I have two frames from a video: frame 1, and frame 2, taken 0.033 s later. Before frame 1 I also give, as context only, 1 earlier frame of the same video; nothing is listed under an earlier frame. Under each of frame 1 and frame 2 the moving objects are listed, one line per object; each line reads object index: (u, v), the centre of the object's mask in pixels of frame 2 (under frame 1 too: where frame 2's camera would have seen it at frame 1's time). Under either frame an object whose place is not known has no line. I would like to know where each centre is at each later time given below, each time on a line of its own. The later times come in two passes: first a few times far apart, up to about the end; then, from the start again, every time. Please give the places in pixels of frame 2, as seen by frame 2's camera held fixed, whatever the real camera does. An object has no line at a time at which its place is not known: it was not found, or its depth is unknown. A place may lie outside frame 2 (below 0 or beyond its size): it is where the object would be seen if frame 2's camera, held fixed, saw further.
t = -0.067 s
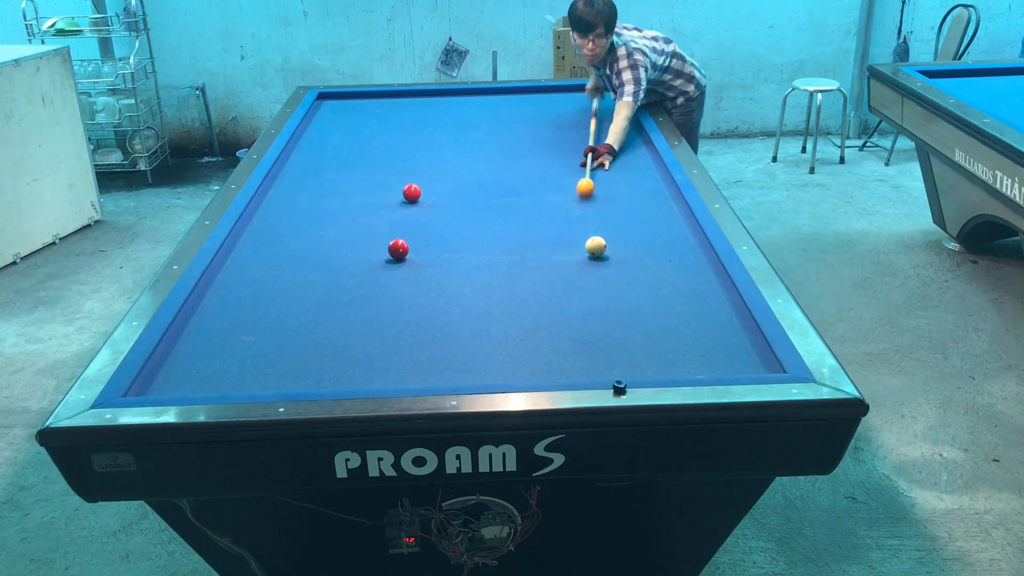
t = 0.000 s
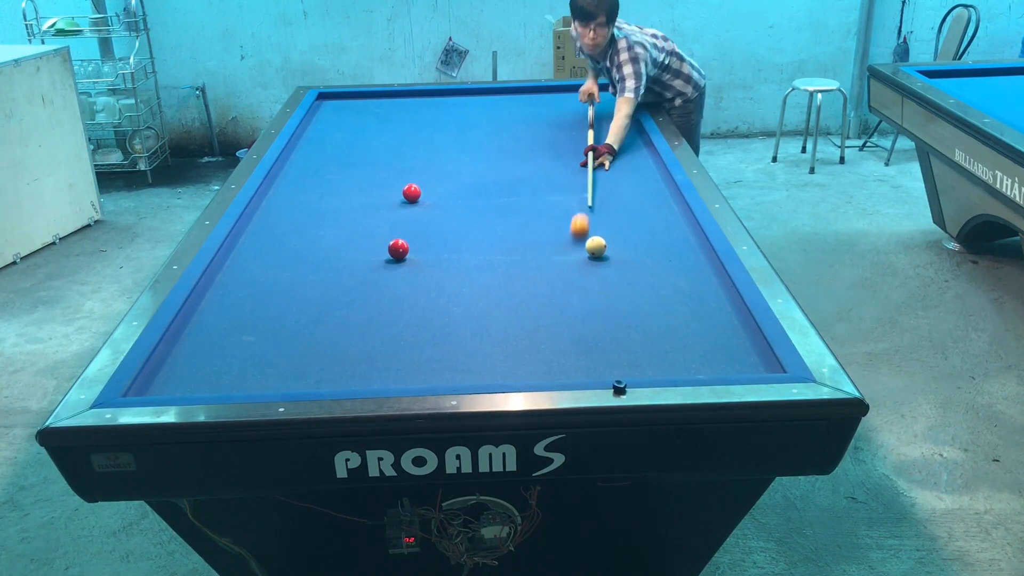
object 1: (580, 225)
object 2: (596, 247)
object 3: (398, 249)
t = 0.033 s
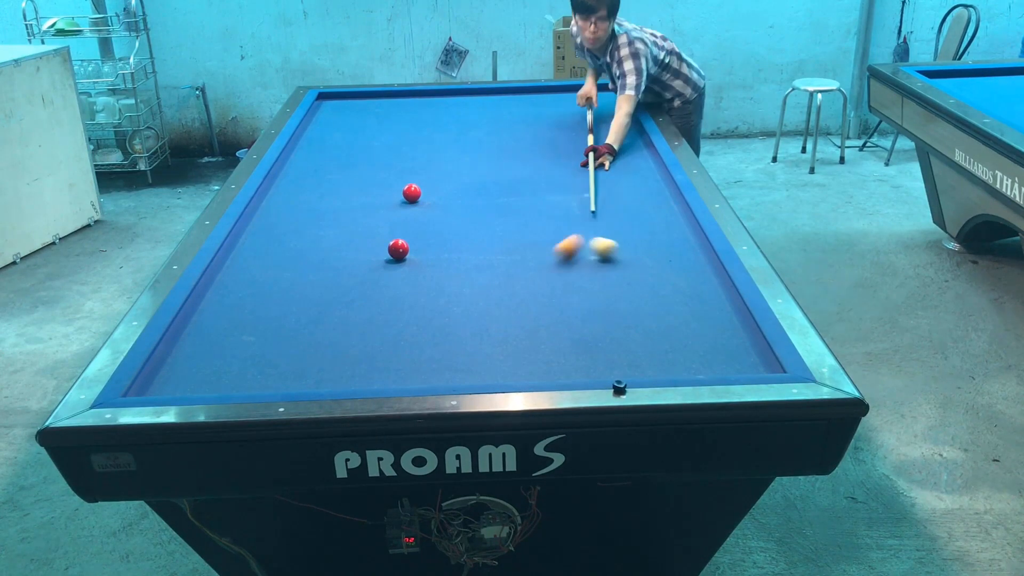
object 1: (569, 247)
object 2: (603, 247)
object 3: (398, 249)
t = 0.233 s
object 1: (377, 375)
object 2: (704, 281)
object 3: (398, 249)
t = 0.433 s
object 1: (308, 274)
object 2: (637, 309)
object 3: (398, 249)
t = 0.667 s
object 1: (261, 205)
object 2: (559, 344)
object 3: (398, 249)
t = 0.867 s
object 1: (328, 169)
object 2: (484, 374)
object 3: (398, 249)
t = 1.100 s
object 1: (383, 137)
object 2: (397, 362)
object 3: (398, 249)
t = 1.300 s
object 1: (422, 113)
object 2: (329, 348)
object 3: (398, 249)
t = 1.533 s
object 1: (461, 91)
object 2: (254, 333)
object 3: (398, 249)
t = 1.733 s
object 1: (505, 102)
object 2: (195, 321)
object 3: (398, 249)
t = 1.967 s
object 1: (559, 113)
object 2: (235, 301)
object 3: (398, 249)
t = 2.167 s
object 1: (609, 123)
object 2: (278, 284)
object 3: (398, 249)
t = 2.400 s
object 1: (620, 137)
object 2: (324, 267)
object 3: (398, 249)
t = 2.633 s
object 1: (594, 153)
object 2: (365, 250)
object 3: (398, 249)
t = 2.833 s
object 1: (570, 169)
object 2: (397, 235)
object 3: (398, 249)
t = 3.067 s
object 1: (539, 188)
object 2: (433, 224)
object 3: (398, 249)
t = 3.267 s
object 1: (510, 206)
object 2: (461, 213)
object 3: (398, 249)
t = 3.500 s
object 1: (473, 229)
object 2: (491, 202)
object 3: (398, 249)
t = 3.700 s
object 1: (437, 251)
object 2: (514, 192)
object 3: (398, 249)
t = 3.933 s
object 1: (392, 279)
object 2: (541, 182)
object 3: (398, 249)
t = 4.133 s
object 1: (348, 307)
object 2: (561, 174)
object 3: (398, 249)
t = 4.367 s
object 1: (289, 343)
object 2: (584, 164)
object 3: (398, 249)
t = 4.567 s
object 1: (233, 378)
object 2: (603, 157)
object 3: (398, 249)
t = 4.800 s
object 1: (181, 374)
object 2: (623, 149)
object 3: (398, 249)
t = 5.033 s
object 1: (178, 353)
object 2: (642, 141)
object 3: (398, 249)
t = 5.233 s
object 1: (213, 335)
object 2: (632, 138)
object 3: (398, 249)
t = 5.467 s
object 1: (250, 316)
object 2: (619, 134)
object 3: (398, 249)
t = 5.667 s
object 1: (280, 300)
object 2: (608, 131)
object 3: (398, 249)
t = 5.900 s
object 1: (311, 285)
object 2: (597, 128)
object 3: (398, 249)
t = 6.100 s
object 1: (336, 272)
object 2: (587, 125)
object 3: (398, 249)
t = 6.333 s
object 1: (363, 258)
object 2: (577, 123)
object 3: (398, 249)
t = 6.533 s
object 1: (378, 248)
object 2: (569, 120)
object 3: (403, 248)
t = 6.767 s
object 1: (383, 239)
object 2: (560, 118)
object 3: (419, 246)
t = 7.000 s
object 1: (388, 230)
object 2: (551, 115)
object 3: (433, 244)
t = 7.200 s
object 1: (391, 223)
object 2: (544, 113)
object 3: (445, 243)
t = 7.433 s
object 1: (395, 216)
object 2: (537, 111)
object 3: (458, 241)
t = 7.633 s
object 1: (399, 210)
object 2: (531, 109)
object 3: (469, 239)
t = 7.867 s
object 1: (402, 203)
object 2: (524, 107)
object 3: (480, 237)
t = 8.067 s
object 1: (404, 199)
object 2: (519, 106)
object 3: (489, 236)
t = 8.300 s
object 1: (403, 198)
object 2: (513, 104)
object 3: (498, 234)
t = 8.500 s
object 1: (402, 197)
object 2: (508, 103)
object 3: (506, 233)
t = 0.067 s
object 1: (541, 265)
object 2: (627, 252)
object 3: (398, 249)
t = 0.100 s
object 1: (512, 286)
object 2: (651, 259)
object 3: (398, 249)
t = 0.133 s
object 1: (481, 308)
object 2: (675, 265)
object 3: (398, 249)
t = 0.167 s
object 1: (447, 333)
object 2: (699, 270)
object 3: (398, 249)
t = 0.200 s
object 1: (412, 361)
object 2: (717, 276)
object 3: (398, 249)
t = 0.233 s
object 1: (377, 375)
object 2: (704, 281)
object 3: (398, 249)
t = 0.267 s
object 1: (364, 357)
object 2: (691, 286)
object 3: (398, 249)
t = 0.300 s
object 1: (351, 336)
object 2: (679, 291)
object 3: (398, 249)
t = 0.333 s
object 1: (340, 319)
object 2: (668, 296)
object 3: (398, 249)
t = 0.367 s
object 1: (328, 302)
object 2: (657, 300)
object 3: (398, 249)
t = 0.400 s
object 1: (318, 287)
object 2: (648, 305)
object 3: (398, 249)
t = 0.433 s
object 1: (308, 274)
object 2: (637, 309)
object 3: (398, 249)
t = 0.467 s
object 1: (299, 261)
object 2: (626, 314)
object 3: (398, 249)
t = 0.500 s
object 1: (289, 250)
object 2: (616, 319)
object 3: (398, 249)
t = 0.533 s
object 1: (280, 239)
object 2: (605, 324)
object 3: (398, 249)
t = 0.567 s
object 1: (272, 230)
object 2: (593, 329)
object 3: (398, 249)
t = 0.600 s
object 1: (263, 221)
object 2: (582, 334)
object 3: (398, 249)
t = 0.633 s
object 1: (255, 213)
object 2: (571, 339)
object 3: (398, 249)
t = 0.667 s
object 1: (261, 205)
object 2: (559, 344)
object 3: (398, 249)
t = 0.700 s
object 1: (276, 198)
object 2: (547, 349)
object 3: (398, 249)
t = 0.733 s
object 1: (288, 192)
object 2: (535, 355)
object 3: (398, 249)
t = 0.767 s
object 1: (300, 186)
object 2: (523, 361)
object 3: (398, 249)
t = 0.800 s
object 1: (310, 180)
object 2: (510, 366)
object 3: (398, 249)
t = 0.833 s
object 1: (320, 175)
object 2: (497, 371)
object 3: (398, 249)
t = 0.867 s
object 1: (328, 169)
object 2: (484, 374)
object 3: (398, 249)
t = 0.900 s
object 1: (337, 164)
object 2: (471, 375)
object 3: (398, 249)
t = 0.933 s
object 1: (345, 159)
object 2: (458, 373)
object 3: (398, 249)
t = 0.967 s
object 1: (353, 154)
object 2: (445, 371)
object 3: (398, 249)
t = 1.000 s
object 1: (362, 150)
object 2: (433, 369)
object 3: (398, 249)
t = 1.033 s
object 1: (369, 145)
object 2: (421, 367)
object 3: (398, 249)
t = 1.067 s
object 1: (377, 141)
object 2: (409, 365)
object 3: (398, 249)
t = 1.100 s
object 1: (383, 137)
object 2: (397, 362)
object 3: (398, 249)
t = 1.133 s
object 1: (391, 133)
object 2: (385, 360)
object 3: (398, 249)
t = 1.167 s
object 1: (398, 128)
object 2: (374, 357)
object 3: (398, 249)
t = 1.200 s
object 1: (404, 124)
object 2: (362, 355)
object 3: (398, 249)
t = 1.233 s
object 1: (410, 121)
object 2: (351, 353)
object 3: (398, 249)
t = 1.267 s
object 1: (417, 117)
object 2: (340, 351)
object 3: (398, 249)
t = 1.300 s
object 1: (422, 113)
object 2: (329, 348)
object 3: (398, 249)
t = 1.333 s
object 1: (428, 110)
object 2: (318, 346)
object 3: (398, 249)
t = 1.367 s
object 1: (434, 106)
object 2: (307, 344)
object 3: (398, 249)
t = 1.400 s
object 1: (440, 103)
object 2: (296, 342)
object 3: (398, 249)
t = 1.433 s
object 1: (445, 99)
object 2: (286, 340)
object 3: (398, 249)
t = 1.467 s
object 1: (451, 96)
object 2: (275, 338)
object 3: (398, 249)
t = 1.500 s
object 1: (456, 93)
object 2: (265, 335)
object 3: (398, 249)
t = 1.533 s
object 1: (461, 91)
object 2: (254, 333)
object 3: (398, 249)
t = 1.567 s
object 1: (468, 92)
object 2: (244, 331)
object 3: (398, 249)
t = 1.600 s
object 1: (476, 95)
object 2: (234, 329)
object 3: (398, 249)
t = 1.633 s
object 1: (483, 97)
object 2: (224, 327)
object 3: (398, 249)
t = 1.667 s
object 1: (491, 99)
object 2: (214, 325)
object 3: (398, 249)
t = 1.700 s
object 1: (498, 100)
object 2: (205, 323)
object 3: (398, 249)
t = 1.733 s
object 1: (505, 102)
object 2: (195, 321)
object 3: (398, 249)
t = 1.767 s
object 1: (513, 104)
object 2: (186, 319)
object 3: (398, 249)
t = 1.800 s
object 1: (520, 105)
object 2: (194, 316)
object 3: (398, 249)
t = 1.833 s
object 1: (528, 107)
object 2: (204, 313)
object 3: (398, 249)
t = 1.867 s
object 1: (536, 108)
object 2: (212, 310)
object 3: (398, 249)
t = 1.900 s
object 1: (543, 110)
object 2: (220, 307)
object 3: (398, 249)
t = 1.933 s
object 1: (551, 111)
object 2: (228, 304)
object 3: (398, 249)
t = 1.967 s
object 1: (559, 113)
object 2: (235, 301)
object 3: (398, 249)
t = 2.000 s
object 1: (567, 114)
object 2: (242, 298)
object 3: (398, 249)
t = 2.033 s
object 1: (575, 116)
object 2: (250, 295)
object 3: (398, 249)
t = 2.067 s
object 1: (584, 118)
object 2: (257, 292)
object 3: (398, 249)
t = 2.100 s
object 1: (592, 119)
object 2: (264, 289)
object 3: (398, 249)
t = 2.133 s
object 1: (600, 121)
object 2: (271, 287)
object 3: (398, 249)
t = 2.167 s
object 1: (609, 123)
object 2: (278, 284)
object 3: (398, 249)
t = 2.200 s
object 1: (617, 124)
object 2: (285, 282)
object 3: (398, 249)
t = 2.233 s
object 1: (627, 126)
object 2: (292, 279)
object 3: (398, 249)
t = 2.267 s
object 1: (635, 128)
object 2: (298, 277)
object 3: (398, 249)
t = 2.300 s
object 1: (633, 130)
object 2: (305, 274)
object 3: (398, 249)
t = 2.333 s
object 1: (628, 132)
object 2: (311, 272)
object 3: (398, 249)
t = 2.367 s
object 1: (624, 135)
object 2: (318, 269)
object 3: (398, 249)
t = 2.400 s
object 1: (620, 137)
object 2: (324, 267)
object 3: (398, 249)
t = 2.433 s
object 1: (617, 139)
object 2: (330, 264)
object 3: (398, 249)
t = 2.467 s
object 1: (613, 141)
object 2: (336, 262)
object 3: (398, 249)
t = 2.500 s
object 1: (609, 144)
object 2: (342, 259)
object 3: (398, 249)
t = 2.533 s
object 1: (605, 146)
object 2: (348, 258)
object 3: (398, 249)
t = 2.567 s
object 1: (602, 148)
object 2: (354, 255)
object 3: (398, 249)
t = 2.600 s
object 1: (598, 150)
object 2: (360, 252)
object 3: (398, 249)
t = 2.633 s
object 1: (594, 153)
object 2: (365, 250)
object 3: (398, 249)
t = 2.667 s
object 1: (590, 156)
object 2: (371, 248)
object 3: (398, 249)
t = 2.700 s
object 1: (586, 158)
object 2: (376, 246)
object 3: (398, 249)
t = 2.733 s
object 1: (582, 161)
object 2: (381, 244)
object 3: (398, 249)
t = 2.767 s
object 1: (578, 163)
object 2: (385, 241)
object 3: (398, 249)
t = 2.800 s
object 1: (574, 166)
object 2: (391, 237)
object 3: (398, 249)
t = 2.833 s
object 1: (570, 169)
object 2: (397, 235)
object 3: (398, 249)
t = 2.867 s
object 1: (565, 171)
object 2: (404, 234)
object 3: (398, 249)
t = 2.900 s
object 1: (561, 174)
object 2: (409, 234)
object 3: (398, 249)
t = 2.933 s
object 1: (557, 177)
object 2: (413, 232)
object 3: (398, 249)
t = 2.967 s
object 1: (552, 179)
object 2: (418, 230)
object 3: (398, 249)
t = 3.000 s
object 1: (548, 182)
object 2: (423, 228)
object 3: (398, 249)
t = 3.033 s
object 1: (543, 185)
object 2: (428, 226)
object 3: (398, 249)
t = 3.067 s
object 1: (539, 188)
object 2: (433, 224)
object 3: (398, 249)
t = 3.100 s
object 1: (534, 191)
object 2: (438, 222)
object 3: (398, 249)
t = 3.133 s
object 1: (529, 194)
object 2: (442, 220)
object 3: (398, 249)
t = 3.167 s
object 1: (525, 197)
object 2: (447, 219)
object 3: (398, 249)
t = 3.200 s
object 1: (520, 200)
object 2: (452, 217)
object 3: (398, 249)
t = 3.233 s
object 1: (515, 203)
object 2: (456, 215)
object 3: (398, 249)
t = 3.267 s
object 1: (510, 206)
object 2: (461, 213)
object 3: (398, 249)
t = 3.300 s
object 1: (505, 209)
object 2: (465, 212)
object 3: (398, 249)
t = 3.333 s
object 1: (499, 213)
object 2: (469, 210)
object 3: (398, 249)
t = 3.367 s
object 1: (494, 216)
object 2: (474, 208)
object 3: (398, 249)
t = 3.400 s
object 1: (489, 219)
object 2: (477, 206)
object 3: (398, 249)
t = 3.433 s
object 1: (484, 222)
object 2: (482, 204)
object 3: (398, 249)
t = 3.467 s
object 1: (478, 226)
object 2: (487, 203)
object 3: (398, 249)
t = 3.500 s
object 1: (473, 229)
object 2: (491, 202)
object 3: (398, 249)
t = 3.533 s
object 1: (467, 233)
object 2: (495, 200)
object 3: (398, 249)
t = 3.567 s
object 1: (461, 236)
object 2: (499, 198)
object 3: (398, 249)
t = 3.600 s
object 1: (456, 240)
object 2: (503, 197)
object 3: (398, 249)
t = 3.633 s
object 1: (450, 244)
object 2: (507, 195)
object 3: (398, 249)
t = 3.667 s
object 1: (444, 247)
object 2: (511, 194)
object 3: (398, 249)
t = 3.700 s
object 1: (437, 251)
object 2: (514, 192)
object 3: (398, 249)
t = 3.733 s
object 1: (431, 255)
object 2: (519, 191)
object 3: (398, 249)
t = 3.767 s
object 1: (425, 259)
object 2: (522, 189)
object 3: (398, 249)
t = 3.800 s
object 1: (419, 263)
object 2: (526, 188)
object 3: (398, 249)
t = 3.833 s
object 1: (412, 267)
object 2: (530, 186)
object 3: (398, 249)
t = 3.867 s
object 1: (405, 271)
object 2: (534, 185)
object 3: (398, 249)
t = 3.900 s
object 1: (399, 275)
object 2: (537, 184)
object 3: (398, 249)
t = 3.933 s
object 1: (392, 279)
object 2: (541, 182)
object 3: (398, 249)
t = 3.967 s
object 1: (385, 284)
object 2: (544, 180)
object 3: (398, 249)
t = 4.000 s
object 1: (378, 288)
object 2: (548, 179)
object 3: (398, 249)
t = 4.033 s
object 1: (370, 293)
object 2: (551, 178)
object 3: (398, 249)
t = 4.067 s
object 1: (363, 297)
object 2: (555, 176)
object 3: (398, 249)
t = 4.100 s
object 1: (356, 302)
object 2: (558, 175)
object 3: (398, 249)
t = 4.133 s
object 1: (348, 307)
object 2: (561, 174)
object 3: (398, 249)
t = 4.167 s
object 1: (340, 311)
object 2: (565, 172)
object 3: (398, 249)
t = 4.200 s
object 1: (332, 316)
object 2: (568, 171)
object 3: (398, 249)
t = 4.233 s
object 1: (324, 321)
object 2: (571, 170)
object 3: (398, 249)
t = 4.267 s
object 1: (316, 326)
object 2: (575, 168)
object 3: (398, 249)
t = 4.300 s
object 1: (307, 332)
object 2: (578, 167)
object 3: (398, 249)
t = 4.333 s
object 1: (298, 337)
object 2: (581, 166)
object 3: (398, 249)
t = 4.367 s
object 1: (289, 343)
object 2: (584, 164)
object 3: (398, 249)
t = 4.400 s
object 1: (281, 348)
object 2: (587, 163)
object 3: (398, 249)
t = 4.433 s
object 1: (271, 354)
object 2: (591, 162)
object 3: (398, 249)
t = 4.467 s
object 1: (262, 360)
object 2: (594, 161)
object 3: (398, 249)
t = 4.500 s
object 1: (252, 365)
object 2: (597, 160)
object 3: (398, 249)
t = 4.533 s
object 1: (243, 371)
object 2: (600, 158)
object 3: (398, 249)
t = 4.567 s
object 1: (233, 378)
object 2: (603, 157)
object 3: (398, 249)
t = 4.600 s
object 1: (223, 382)
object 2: (606, 156)
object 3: (398, 249)
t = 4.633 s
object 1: (213, 386)
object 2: (609, 155)
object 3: (398, 249)
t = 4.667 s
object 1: (205, 385)
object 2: (611, 154)
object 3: (398, 249)
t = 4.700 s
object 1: (199, 383)
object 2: (614, 153)
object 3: (398, 249)
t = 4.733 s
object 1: (193, 380)
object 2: (617, 151)
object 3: (398, 249)
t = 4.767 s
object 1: (187, 378)
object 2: (620, 150)
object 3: (398, 249)
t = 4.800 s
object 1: (181, 374)
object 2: (623, 149)
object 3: (398, 249)
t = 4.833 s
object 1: (176, 372)
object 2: (625, 148)
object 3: (398, 249)
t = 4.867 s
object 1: (170, 368)
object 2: (628, 147)
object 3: (398, 249)
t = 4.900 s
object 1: (165, 365)
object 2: (631, 146)
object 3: (398, 249)
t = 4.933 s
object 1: (159, 362)
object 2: (634, 145)
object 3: (398, 249)
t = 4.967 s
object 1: (165, 359)
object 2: (636, 144)
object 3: (398, 249)
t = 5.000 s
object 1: (171, 356)
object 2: (639, 143)
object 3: (398, 249)
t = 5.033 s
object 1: (178, 353)
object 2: (642, 141)
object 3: (398, 249)
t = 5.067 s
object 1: (184, 350)
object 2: (642, 140)
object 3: (398, 249)
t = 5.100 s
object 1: (190, 346)
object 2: (640, 140)
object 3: (398, 249)
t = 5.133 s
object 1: (196, 343)
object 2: (638, 139)
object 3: (398, 249)
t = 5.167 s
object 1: (201, 340)
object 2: (636, 139)
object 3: (398, 249)
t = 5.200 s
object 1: (207, 337)
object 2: (634, 138)
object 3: (398, 249)
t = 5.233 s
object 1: (213, 335)
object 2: (632, 138)
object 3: (398, 249)
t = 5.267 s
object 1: (218, 332)
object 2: (630, 137)
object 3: (398, 249)
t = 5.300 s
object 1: (224, 329)
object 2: (628, 137)
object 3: (398, 249)
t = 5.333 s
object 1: (229, 326)
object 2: (626, 136)
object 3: (398, 249)
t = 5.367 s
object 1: (235, 323)
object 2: (624, 136)
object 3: (398, 249)
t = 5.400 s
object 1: (240, 321)
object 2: (622, 135)
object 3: (398, 249)
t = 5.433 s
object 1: (245, 318)
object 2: (621, 135)
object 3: (398, 249)
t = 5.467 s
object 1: (250, 316)
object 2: (619, 134)
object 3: (398, 249)
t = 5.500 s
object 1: (255, 313)
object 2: (617, 134)
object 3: (398, 249)
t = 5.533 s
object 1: (260, 311)
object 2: (615, 133)
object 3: (398, 249)
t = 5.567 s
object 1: (265, 308)
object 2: (614, 133)
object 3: (398, 249)
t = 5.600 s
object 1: (270, 305)
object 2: (612, 132)
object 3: (398, 249)
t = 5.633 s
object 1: (275, 303)
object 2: (610, 132)
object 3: (398, 249)
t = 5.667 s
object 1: (280, 300)
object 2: (608, 131)
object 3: (398, 249)
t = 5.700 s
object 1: (284, 298)
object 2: (607, 131)
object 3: (398, 249)
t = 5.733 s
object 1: (289, 296)
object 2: (605, 130)
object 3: (398, 249)
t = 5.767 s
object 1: (294, 293)
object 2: (603, 130)
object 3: (398, 249)
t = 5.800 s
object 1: (298, 291)
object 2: (602, 129)
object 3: (398, 249)
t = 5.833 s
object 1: (303, 289)
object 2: (600, 129)
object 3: (398, 249)
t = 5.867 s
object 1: (307, 287)
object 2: (598, 129)
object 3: (398, 249)
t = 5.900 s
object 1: (311, 285)
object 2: (597, 128)
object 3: (398, 249)
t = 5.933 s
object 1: (315, 282)
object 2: (595, 128)
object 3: (398, 249)
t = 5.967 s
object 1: (320, 280)
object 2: (594, 127)
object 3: (398, 249)
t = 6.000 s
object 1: (324, 278)
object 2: (592, 127)
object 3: (398, 249)
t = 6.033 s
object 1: (328, 276)
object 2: (591, 126)
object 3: (398, 249)
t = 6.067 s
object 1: (332, 274)
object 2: (589, 126)
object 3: (398, 249)
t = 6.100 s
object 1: (336, 272)
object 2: (587, 125)
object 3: (398, 249)
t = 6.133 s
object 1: (340, 270)
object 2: (586, 125)
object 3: (398, 249)
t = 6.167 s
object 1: (344, 268)
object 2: (584, 125)
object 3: (398, 249)
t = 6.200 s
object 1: (348, 266)
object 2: (583, 124)
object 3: (398, 249)
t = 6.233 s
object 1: (351, 264)
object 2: (581, 124)
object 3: (398, 249)
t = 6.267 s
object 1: (355, 262)
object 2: (580, 123)
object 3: (398, 249)
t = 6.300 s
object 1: (359, 260)
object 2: (579, 123)
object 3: (398, 249)
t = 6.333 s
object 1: (363, 258)
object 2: (577, 123)
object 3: (398, 249)
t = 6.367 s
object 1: (366, 256)
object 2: (576, 122)
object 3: (398, 249)
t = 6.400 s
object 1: (370, 255)
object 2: (574, 122)
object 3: (398, 249)
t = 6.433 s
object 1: (373, 253)
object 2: (573, 121)
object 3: (398, 249)
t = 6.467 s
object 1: (377, 251)
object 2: (571, 121)
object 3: (398, 249)
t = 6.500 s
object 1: (378, 250)
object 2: (570, 121)
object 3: (401, 249)
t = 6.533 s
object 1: (378, 248)
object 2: (569, 120)
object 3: (403, 248)
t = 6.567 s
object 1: (379, 247)
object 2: (567, 120)
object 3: (406, 248)
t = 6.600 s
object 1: (380, 245)
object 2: (566, 120)
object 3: (408, 248)
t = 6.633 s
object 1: (380, 244)
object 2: (565, 119)
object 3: (410, 248)
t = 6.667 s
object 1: (381, 243)
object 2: (563, 119)
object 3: (412, 247)
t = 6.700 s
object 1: (382, 241)
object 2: (562, 118)
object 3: (415, 247)
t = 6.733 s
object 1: (382, 240)
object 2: (561, 118)
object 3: (417, 247)
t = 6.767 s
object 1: (383, 239)
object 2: (560, 118)
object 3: (419, 246)
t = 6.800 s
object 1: (384, 237)
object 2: (559, 117)
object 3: (421, 246)
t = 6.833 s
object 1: (384, 236)
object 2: (557, 117)
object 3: (423, 246)
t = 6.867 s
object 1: (385, 235)
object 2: (556, 116)
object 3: (425, 245)
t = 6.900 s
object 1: (386, 234)
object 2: (555, 116)
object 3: (427, 245)
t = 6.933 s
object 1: (386, 233)
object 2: (553, 116)
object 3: (429, 245)
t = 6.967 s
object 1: (387, 231)
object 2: (552, 115)
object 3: (431, 244)
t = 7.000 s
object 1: (388, 230)
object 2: (551, 115)
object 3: (433, 244)
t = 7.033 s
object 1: (388, 229)
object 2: (550, 115)
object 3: (435, 244)
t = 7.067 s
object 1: (389, 228)
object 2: (549, 114)
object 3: (437, 244)
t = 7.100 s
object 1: (389, 227)
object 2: (548, 114)
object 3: (439, 243)
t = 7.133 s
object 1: (390, 226)
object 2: (547, 114)
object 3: (441, 243)
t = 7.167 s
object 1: (391, 224)
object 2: (545, 113)
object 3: (443, 243)
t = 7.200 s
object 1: (391, 223)
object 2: (544, 113)
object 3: (445, 243)
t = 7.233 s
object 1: (392, 222)
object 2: (543, 112)
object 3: (447, 242)
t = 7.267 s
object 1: (392, 221)
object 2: (542, 112)
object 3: (449, 242)
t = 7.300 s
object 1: (393, 220)
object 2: (541, 112)
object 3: (451, 242)
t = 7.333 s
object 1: (393, 219)
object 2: (540, 112)
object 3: (453, 241)
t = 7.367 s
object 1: (394, 218)
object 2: (539, 111)
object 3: (454, 241)
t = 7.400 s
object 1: (395, 217)
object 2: (538, 111)
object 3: (456, 241)
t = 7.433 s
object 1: (395, 216)
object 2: (537, 111)
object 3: (458, 241)
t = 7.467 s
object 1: (396, 215)
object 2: (536, 110)
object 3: (460, 240)
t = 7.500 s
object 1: (396, 214)
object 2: (535, 110)
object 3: (462, 240)
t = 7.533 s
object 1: (397, 213)
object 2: (534, 110)
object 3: (463, 240)
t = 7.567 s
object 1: (397, 212)
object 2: (533, 109)
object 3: (465, 240)
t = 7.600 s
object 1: (398, 211)
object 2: (532, 109)
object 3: (467, 239)
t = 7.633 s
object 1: (399, 210)
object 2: (531, 109)
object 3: (469, 239)
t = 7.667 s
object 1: (399, 209)
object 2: (530, 109)
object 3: (470, 239)
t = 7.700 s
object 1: (399, 207)
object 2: (529, 108)
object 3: (472, 238)
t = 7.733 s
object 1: (400, 207)
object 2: (528, 108)
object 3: (473, 238)
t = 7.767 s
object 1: (401, 206)
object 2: (527, 108)
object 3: (475, 238)
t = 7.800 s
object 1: (401, 205)
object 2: (526, 107)
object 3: (476, 238)
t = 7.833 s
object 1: (401, 204)
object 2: (525, 107)
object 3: (478, 237)
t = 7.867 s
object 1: (402, 203)
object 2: (524, 107)
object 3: (480, 237)
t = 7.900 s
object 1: (403, 202)
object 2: (523, 107)
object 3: (481, 237)
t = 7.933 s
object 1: (403, 201)
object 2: (522, 107)
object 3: (483, 237)
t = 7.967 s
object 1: (404, 200)
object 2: (522, 106)
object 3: (484, 236)
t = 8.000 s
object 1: (404, 199)
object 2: (521, 106)
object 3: (486, 236)
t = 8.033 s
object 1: (404, 199)
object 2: (520, 106)
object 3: (487, 236)
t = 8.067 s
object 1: (404, 199)
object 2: (519, 106)
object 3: (489, 236)
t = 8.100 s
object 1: (404, 198)
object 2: (518, 106)
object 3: (490, 236)
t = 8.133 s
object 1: (404, 198)
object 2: (517, 105)
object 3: (491, 235)
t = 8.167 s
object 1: (404, 198)
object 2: (516, 105)
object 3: (493, 235)
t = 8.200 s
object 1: (404, 198)
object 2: (515, 105)
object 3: (494, 235)
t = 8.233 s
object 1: (403, 198)
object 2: (515, 105)
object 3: (496, 235)
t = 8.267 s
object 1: (403, 198)
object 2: (514, 104)
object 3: (497, 235)
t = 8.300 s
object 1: (403, 198)
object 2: (513, 104)
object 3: (498, 234)
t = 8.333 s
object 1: (403, 198)
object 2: (512, 104)
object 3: (500, 234)
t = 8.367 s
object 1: (403, 198)
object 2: (512, 104)
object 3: (501, 234)
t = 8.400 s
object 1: (402, 198)
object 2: (510, 103)
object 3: (502, 234)
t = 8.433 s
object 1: (402, 198)
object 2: (510, 103)
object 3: (503, 234)
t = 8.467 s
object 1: (402, 197)
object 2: (509, 103)
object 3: (505, 233)
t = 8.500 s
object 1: (402, 197)
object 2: (508, 103)
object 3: (506, 233)
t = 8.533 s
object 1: (402, 197)
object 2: (507, 102)
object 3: (507, 233)
